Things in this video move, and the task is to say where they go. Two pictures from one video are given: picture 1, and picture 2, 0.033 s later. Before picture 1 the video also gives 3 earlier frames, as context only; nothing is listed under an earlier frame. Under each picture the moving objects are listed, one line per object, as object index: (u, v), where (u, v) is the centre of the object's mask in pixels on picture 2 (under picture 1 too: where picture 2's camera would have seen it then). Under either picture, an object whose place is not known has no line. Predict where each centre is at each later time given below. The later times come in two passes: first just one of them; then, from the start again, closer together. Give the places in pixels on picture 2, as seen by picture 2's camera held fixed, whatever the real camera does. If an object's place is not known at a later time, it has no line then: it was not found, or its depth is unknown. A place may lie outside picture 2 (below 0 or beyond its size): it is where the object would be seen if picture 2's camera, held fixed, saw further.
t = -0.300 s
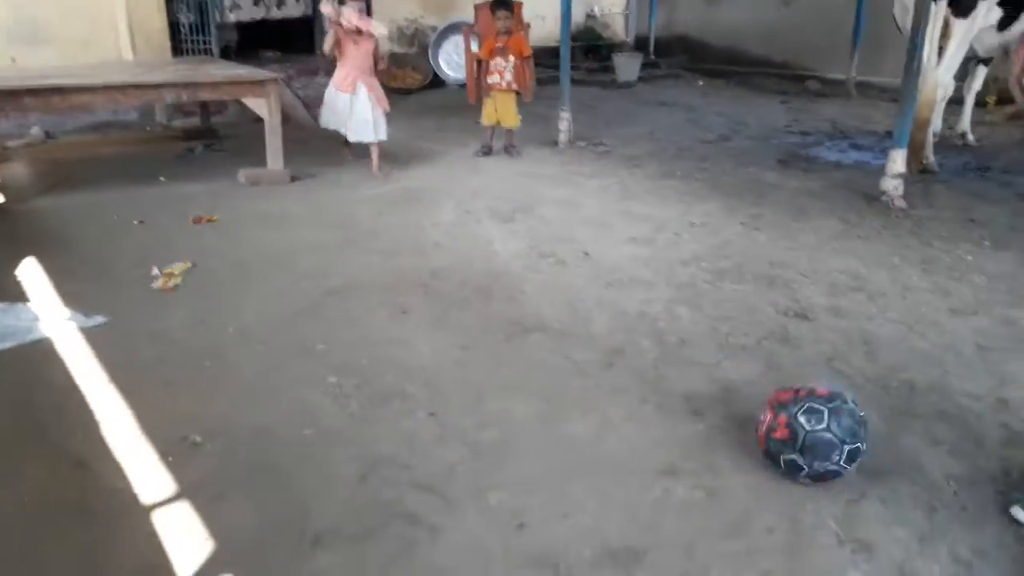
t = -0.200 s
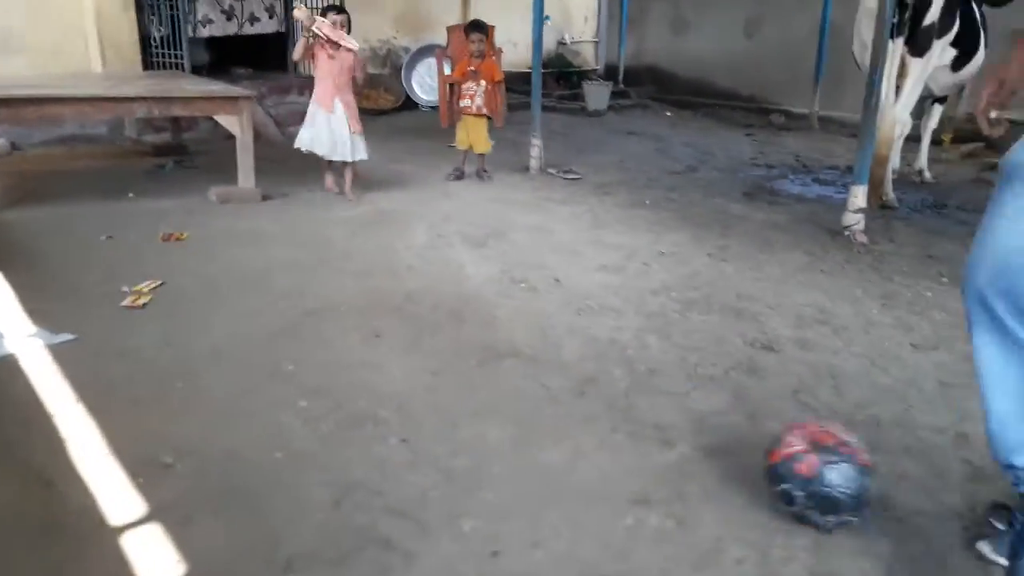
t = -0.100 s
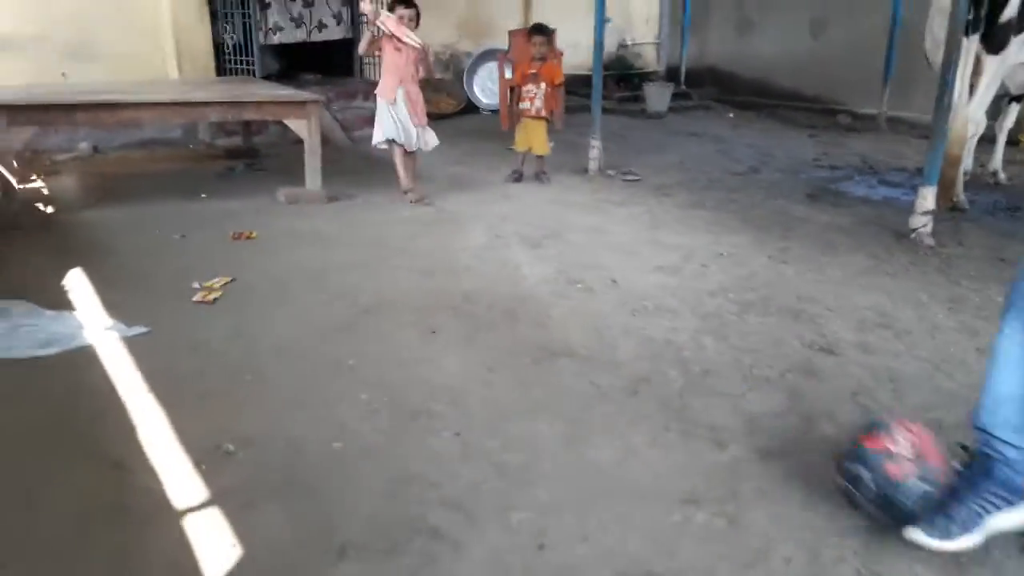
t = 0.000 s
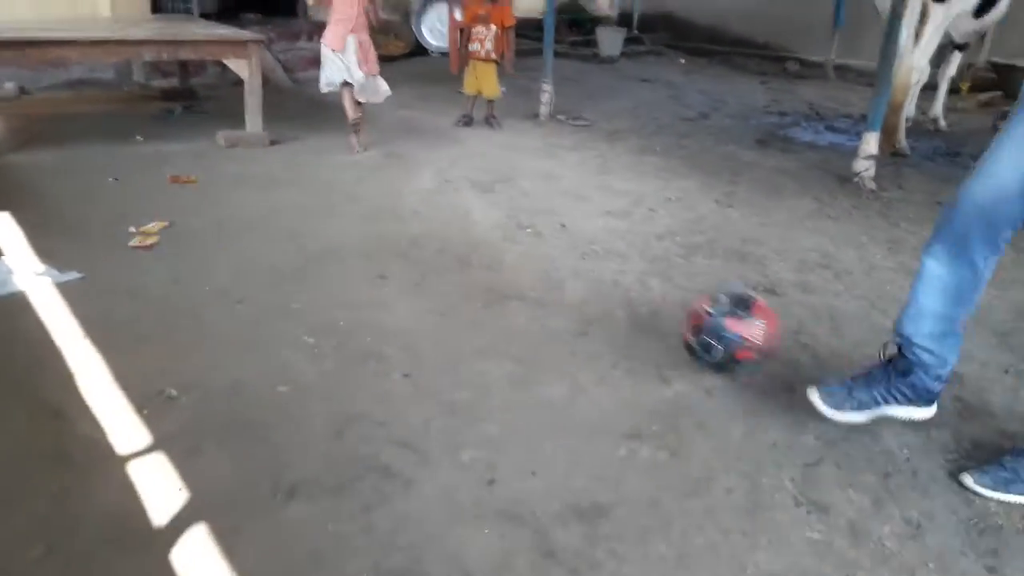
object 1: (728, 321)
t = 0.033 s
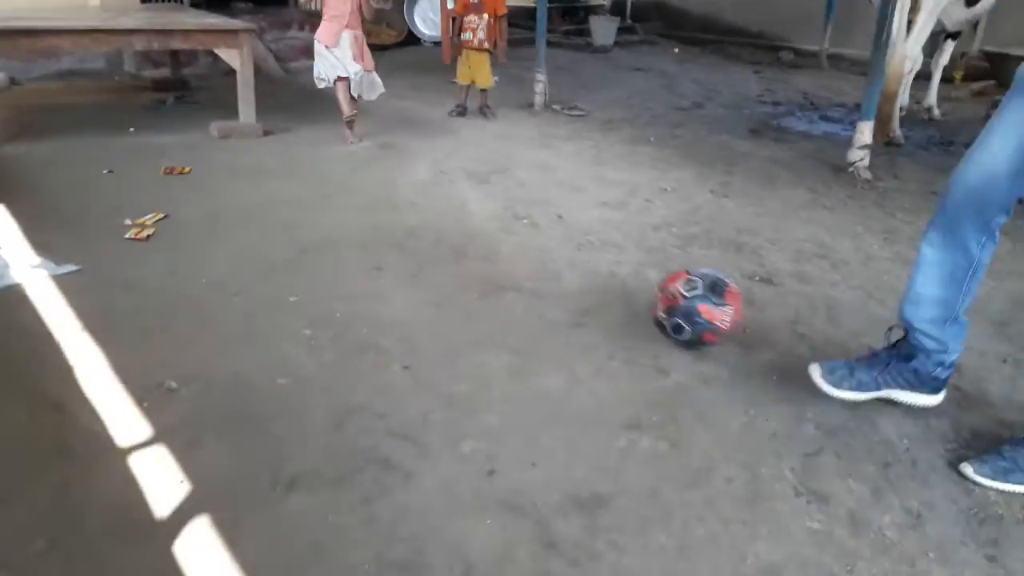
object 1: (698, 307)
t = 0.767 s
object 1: (490, 199)
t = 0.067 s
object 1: (670, 300)
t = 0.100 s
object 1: (644, 298)
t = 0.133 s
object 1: (627, 288)
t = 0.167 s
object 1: (615, 277)
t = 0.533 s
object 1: (527, 222)
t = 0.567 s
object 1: (519, 217)
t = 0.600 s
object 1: (514, 213)
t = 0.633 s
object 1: (509, 212)
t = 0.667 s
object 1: (504, 209)
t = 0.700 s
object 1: (498, 207)
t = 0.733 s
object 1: (493, 204)
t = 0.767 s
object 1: (490, 199)
